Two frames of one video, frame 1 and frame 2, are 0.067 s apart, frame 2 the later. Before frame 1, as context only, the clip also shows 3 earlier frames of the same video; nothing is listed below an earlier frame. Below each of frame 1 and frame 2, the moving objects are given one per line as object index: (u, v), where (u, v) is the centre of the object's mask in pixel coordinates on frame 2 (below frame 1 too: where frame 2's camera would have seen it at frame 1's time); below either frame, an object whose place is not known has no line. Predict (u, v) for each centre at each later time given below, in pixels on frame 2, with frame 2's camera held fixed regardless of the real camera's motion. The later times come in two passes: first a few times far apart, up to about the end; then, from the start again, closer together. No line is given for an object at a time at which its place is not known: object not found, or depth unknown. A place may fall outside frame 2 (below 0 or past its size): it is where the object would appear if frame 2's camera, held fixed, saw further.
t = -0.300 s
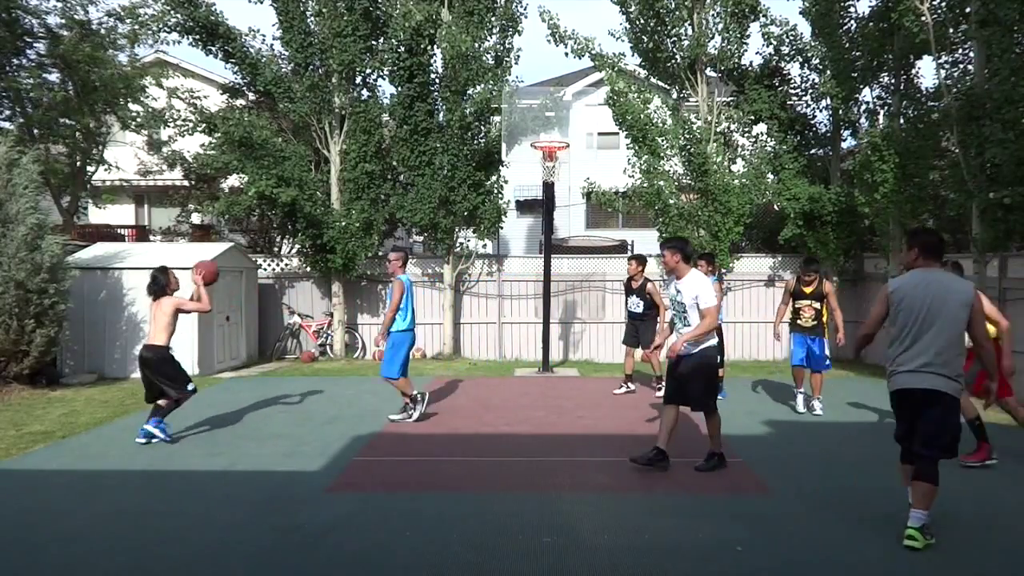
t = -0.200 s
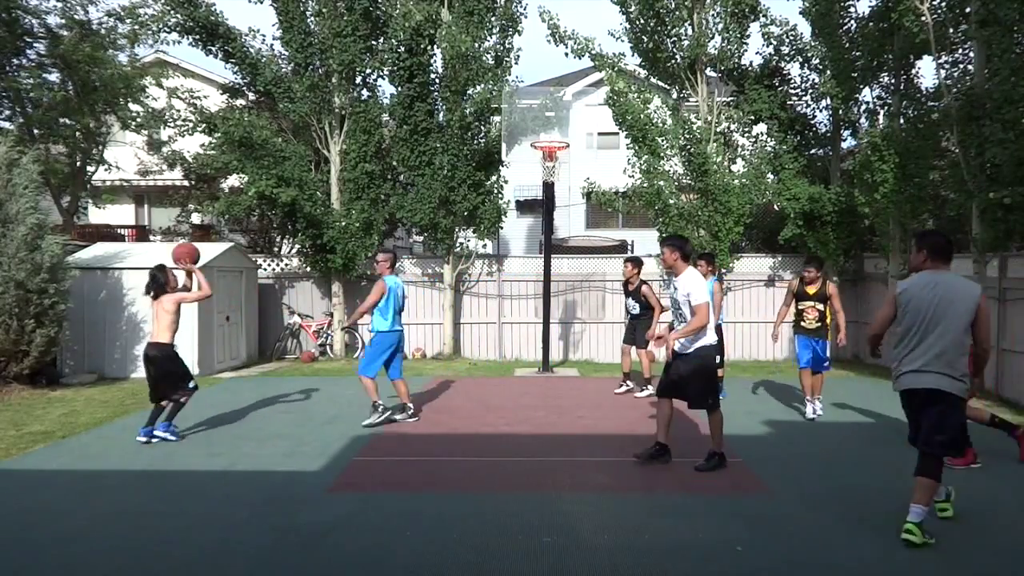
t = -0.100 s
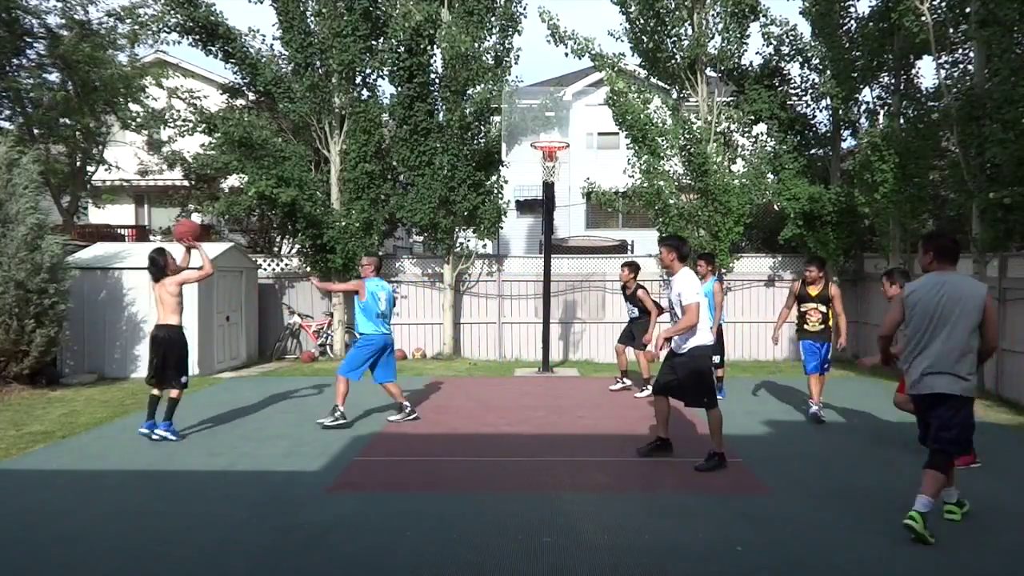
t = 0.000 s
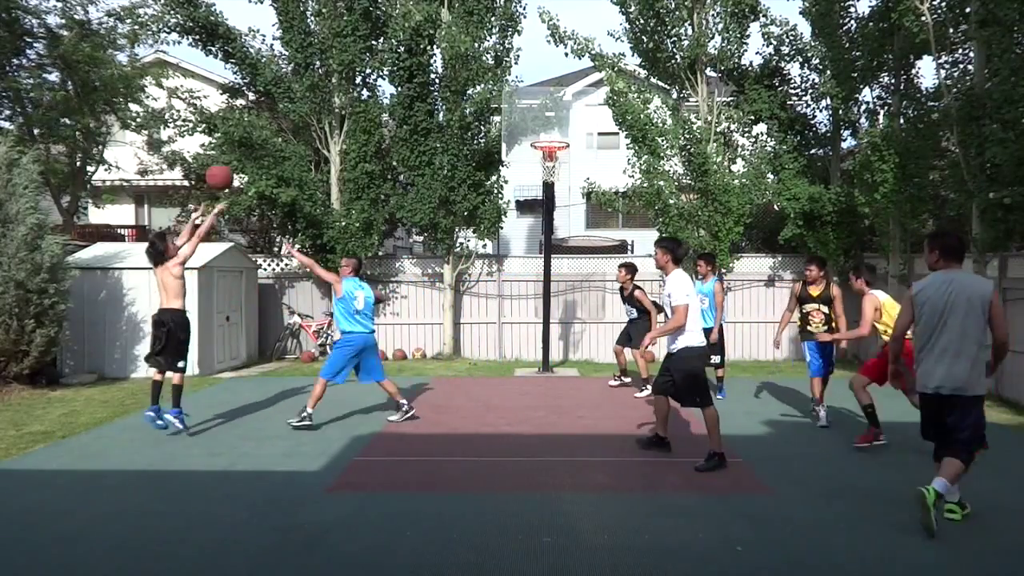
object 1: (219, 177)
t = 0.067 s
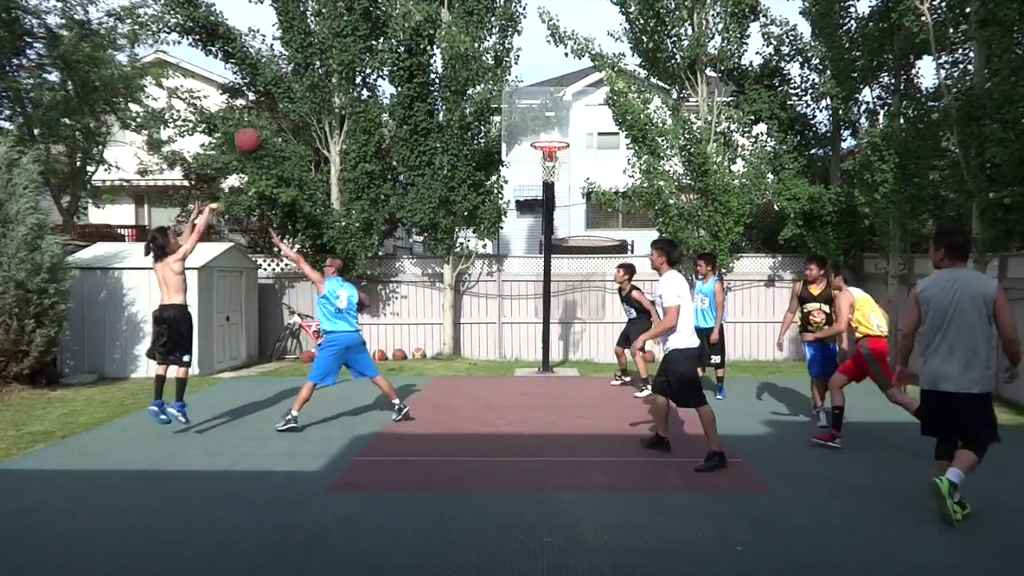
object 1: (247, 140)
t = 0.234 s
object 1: (315, 76)
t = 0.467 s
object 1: (398, 40)
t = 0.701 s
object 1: (469, 56)
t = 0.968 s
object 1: (540, 126)
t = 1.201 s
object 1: (564, 165)
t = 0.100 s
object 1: (262, 125)
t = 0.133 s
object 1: (275, 111)
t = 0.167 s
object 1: (289, 98)
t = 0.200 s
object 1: (302, 87)
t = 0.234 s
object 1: (315, 76)
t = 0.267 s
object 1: (327, 66)
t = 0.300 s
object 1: (340, 60)
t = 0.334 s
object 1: (351, 53)
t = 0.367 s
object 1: (364, 48)
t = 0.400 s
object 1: (375, 45)
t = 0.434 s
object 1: (386, 41)
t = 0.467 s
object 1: (398, 40)
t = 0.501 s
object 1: (408, 40)
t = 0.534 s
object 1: (419, 40)
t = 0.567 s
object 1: (430, 41)
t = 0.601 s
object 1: (439, 43)
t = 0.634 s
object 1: (450, 47)
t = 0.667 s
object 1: (459, 51)
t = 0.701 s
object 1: (469, 56)
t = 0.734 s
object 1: (478, 62)
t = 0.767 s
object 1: (488, 68)
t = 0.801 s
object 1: (496, 77)
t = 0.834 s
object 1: (506, 86)
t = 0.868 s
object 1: (514, 95)
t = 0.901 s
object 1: (523, 104)
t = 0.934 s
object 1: (532, 115)
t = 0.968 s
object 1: (540, 126)
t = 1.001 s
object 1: (547, 136)
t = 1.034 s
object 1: (556, 150)
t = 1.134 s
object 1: (565, 162)
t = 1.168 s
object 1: (564, 163)
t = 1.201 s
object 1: (564, 165)
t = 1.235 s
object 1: (564, 169)
